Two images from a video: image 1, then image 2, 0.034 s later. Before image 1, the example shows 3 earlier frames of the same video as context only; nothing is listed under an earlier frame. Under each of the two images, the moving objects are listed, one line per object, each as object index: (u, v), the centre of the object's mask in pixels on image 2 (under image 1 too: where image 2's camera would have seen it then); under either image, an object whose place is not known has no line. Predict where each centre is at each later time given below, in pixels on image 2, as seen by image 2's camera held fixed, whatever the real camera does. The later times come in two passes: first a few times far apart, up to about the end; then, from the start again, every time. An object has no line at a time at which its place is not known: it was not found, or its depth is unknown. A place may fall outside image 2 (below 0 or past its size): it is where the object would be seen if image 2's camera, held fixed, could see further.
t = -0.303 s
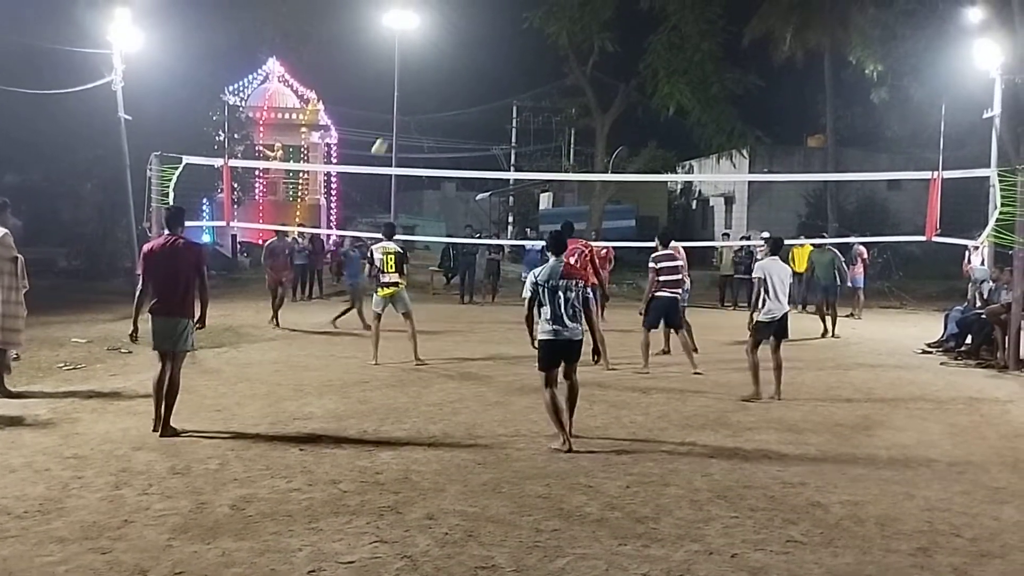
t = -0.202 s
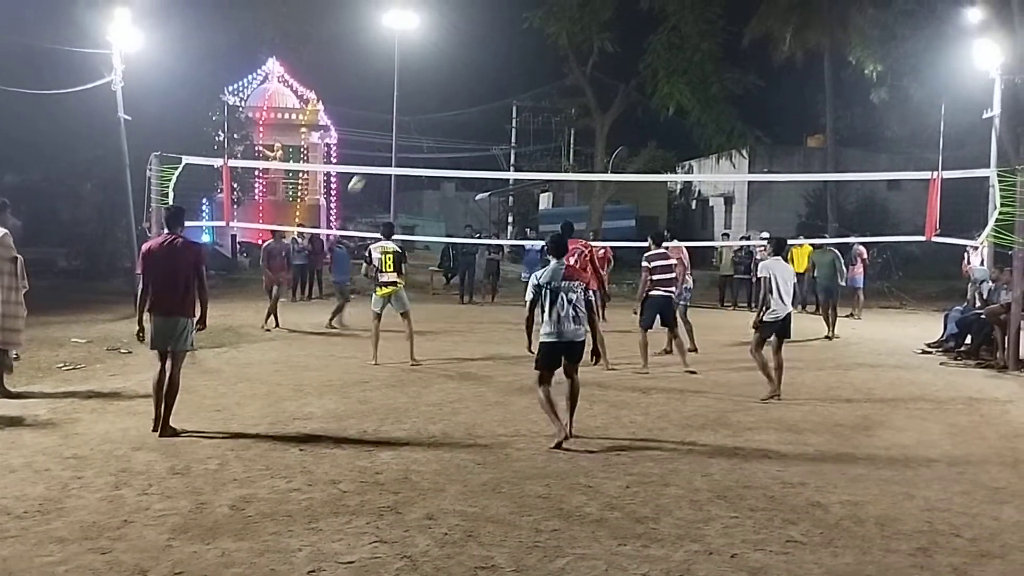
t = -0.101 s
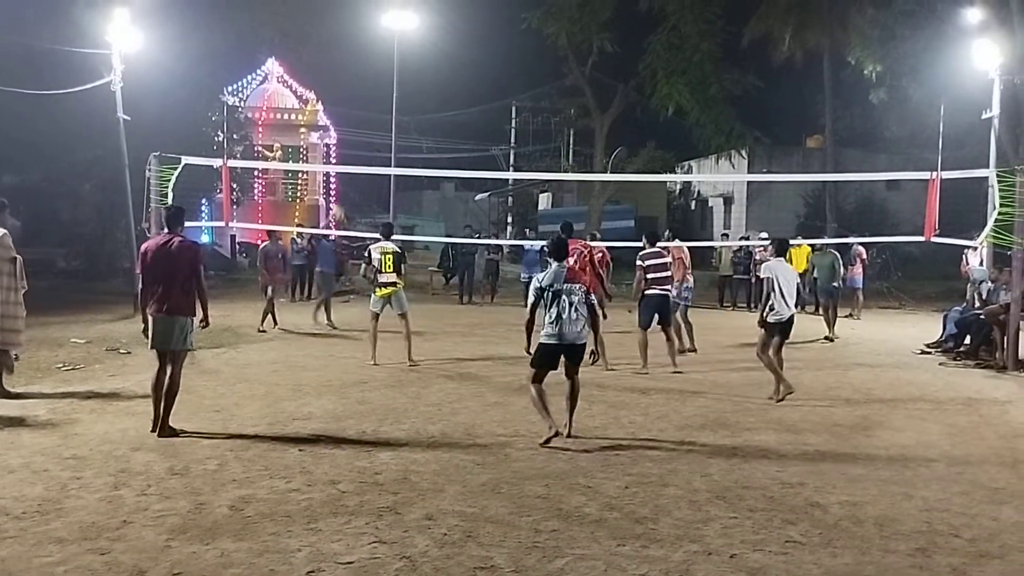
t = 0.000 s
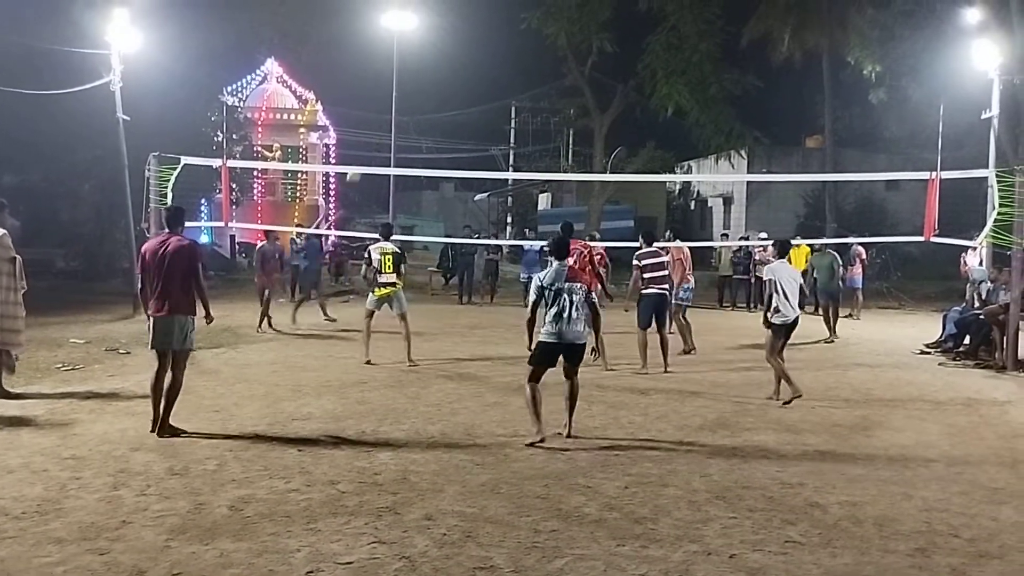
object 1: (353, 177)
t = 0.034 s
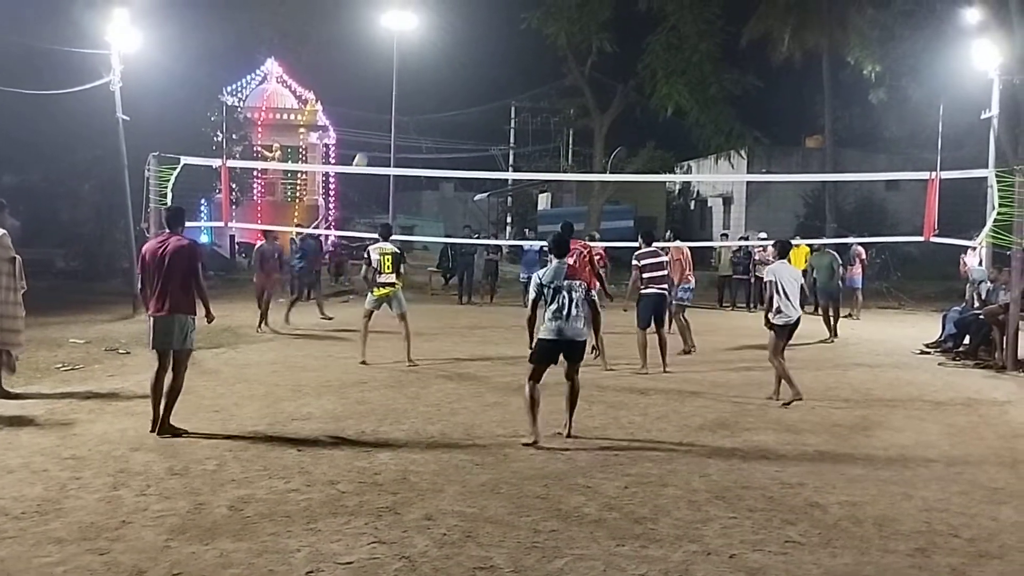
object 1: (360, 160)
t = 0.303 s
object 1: (410, 85)
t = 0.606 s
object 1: (468, 48)
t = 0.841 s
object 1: (514, 60)
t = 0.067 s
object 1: (366, 149)
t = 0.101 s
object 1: (373, 138)
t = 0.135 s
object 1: (379, 127)
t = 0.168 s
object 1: (385, 118)
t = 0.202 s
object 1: (392, 109)
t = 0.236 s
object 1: (398, 100)
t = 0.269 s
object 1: (404, 92)
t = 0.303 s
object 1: (410, 85)
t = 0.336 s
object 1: (417, 78)
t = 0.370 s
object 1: (423, 72)
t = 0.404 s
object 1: (429, 66)
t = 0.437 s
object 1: (436, 62)
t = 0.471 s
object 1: (442, 58)
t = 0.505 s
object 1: (449, 54)
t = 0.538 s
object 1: (455, 51)
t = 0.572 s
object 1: (462, 50)
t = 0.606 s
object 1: (468, 48)
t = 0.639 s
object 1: (475, 47)
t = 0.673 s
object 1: (481, 48)
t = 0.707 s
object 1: (488, 49)
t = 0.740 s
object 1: (494, 50)
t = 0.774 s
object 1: (500, 53)
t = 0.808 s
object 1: (507, 56)
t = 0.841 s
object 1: (514, 60)
